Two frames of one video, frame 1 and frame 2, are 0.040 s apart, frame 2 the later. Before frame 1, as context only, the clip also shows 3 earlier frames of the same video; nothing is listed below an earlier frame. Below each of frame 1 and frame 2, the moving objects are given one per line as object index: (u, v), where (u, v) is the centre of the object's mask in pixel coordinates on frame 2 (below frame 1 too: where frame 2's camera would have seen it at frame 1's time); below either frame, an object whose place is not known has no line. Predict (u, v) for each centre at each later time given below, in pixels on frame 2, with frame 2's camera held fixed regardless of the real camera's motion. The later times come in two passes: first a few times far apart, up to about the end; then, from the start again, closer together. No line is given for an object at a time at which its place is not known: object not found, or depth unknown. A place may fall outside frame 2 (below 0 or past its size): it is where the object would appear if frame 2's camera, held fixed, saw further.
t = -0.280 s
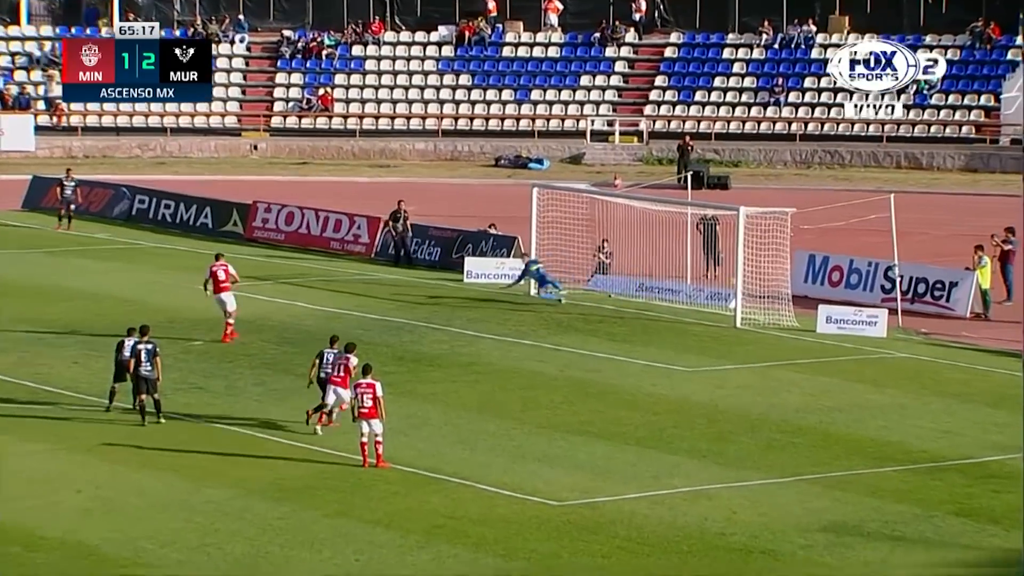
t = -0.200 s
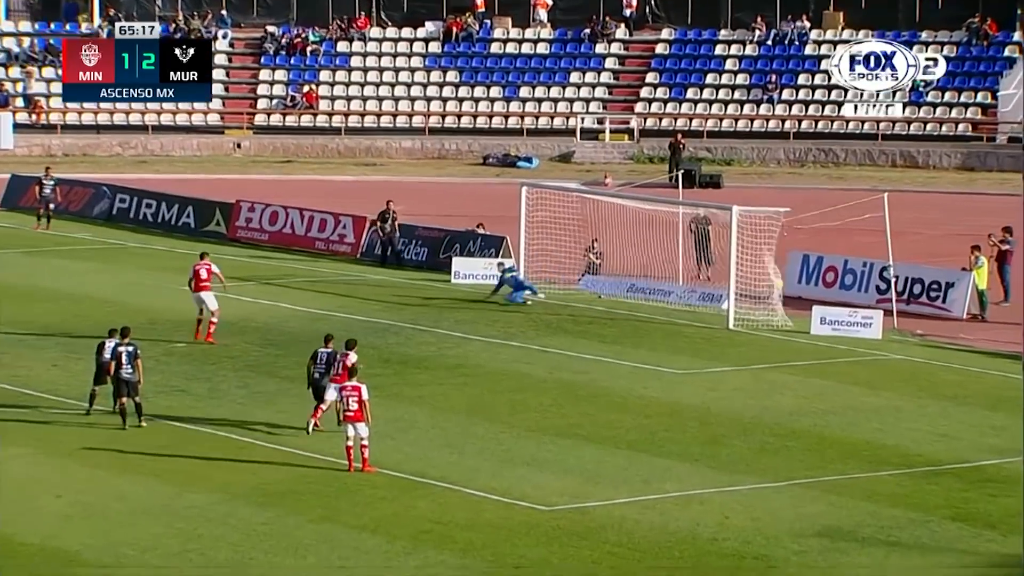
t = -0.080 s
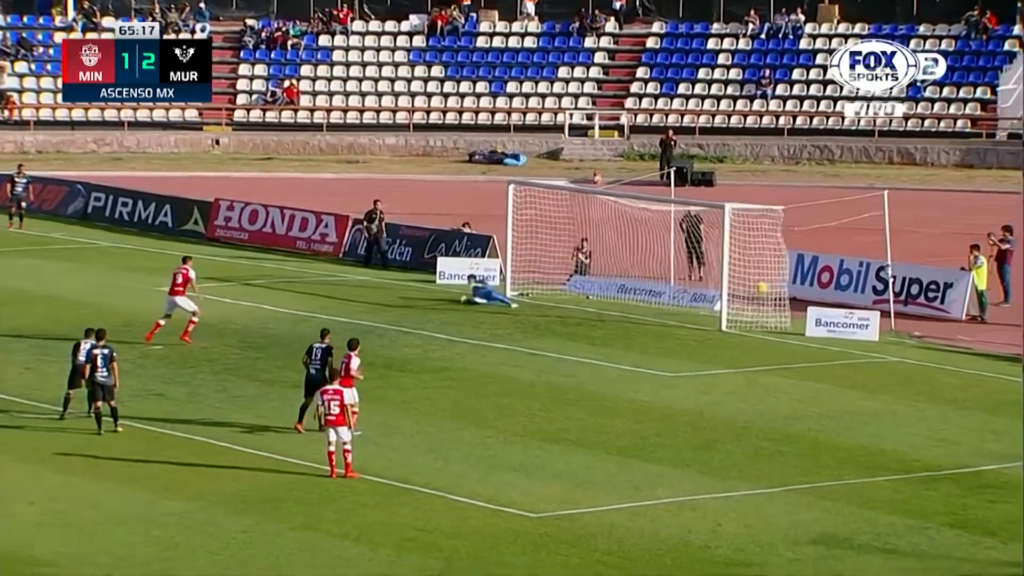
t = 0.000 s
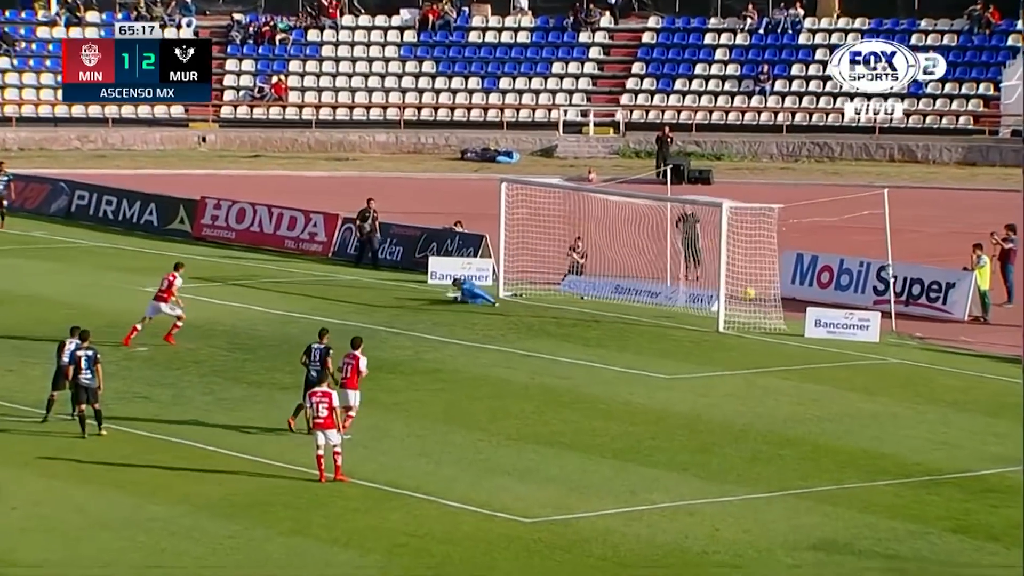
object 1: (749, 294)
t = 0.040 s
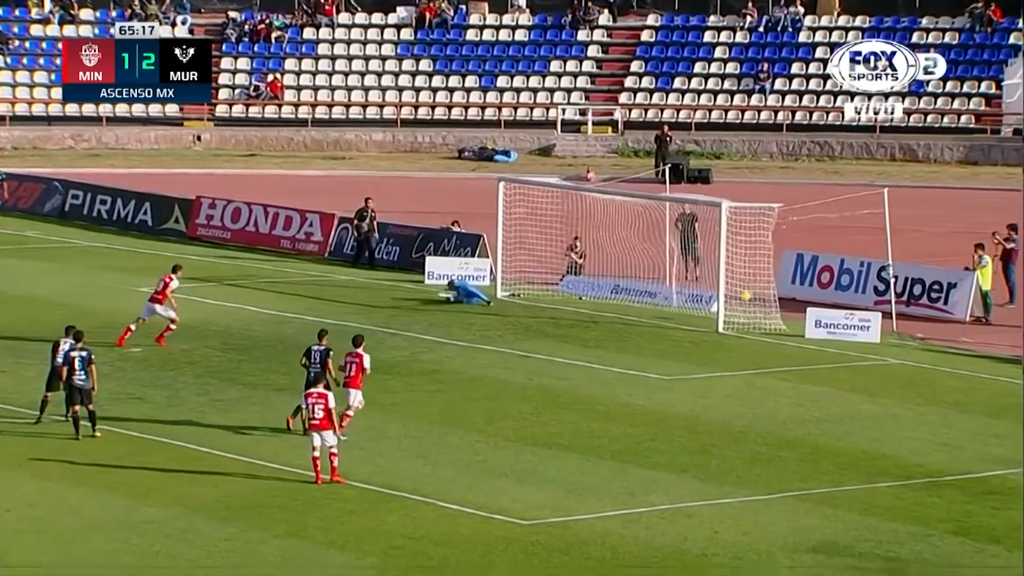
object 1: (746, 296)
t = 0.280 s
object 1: (714, 319)
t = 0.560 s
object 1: (697, 315)
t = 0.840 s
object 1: (676, 325)
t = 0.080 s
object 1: (739, 301)
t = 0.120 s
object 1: (734, 307)
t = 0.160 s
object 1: (731, 311)
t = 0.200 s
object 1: (726, 321)
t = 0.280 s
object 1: (714, 319)
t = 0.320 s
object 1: (713, 316)
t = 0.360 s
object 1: (711, 315)
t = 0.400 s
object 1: (708, 313)
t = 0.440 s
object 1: (705, 313)
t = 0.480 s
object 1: (702, 312)
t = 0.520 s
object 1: (698, 314)
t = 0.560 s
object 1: (697, 315)
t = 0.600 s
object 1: (693, 317)
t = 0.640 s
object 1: (691, 321)
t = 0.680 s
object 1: (687, 325)
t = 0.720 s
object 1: (685, 329)
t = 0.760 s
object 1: (683, 327)
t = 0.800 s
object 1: (678, 326)
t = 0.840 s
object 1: (676, 325)
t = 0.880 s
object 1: (672, 325)
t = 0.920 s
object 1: (669, 326)
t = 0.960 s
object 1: (667, 326)
